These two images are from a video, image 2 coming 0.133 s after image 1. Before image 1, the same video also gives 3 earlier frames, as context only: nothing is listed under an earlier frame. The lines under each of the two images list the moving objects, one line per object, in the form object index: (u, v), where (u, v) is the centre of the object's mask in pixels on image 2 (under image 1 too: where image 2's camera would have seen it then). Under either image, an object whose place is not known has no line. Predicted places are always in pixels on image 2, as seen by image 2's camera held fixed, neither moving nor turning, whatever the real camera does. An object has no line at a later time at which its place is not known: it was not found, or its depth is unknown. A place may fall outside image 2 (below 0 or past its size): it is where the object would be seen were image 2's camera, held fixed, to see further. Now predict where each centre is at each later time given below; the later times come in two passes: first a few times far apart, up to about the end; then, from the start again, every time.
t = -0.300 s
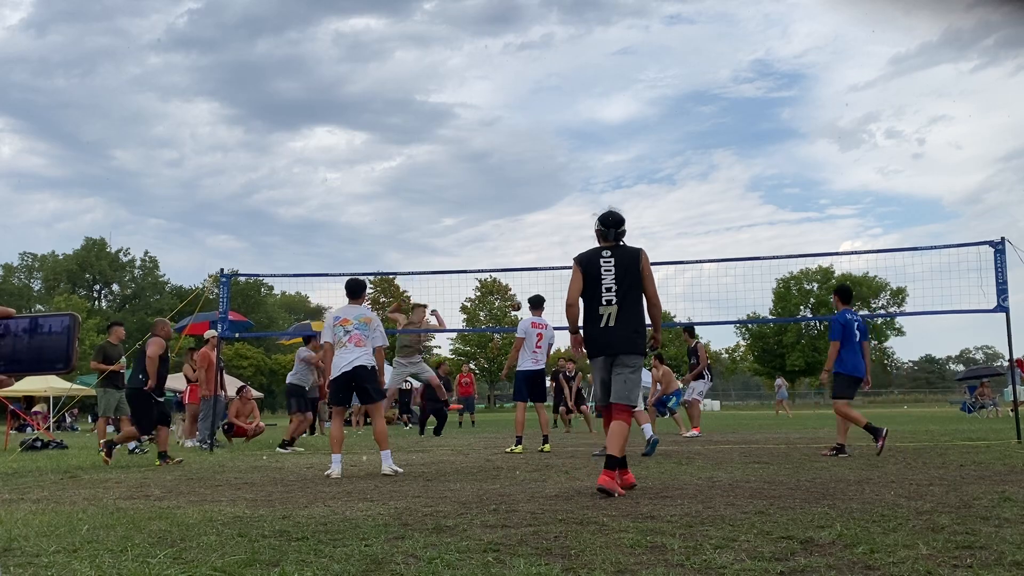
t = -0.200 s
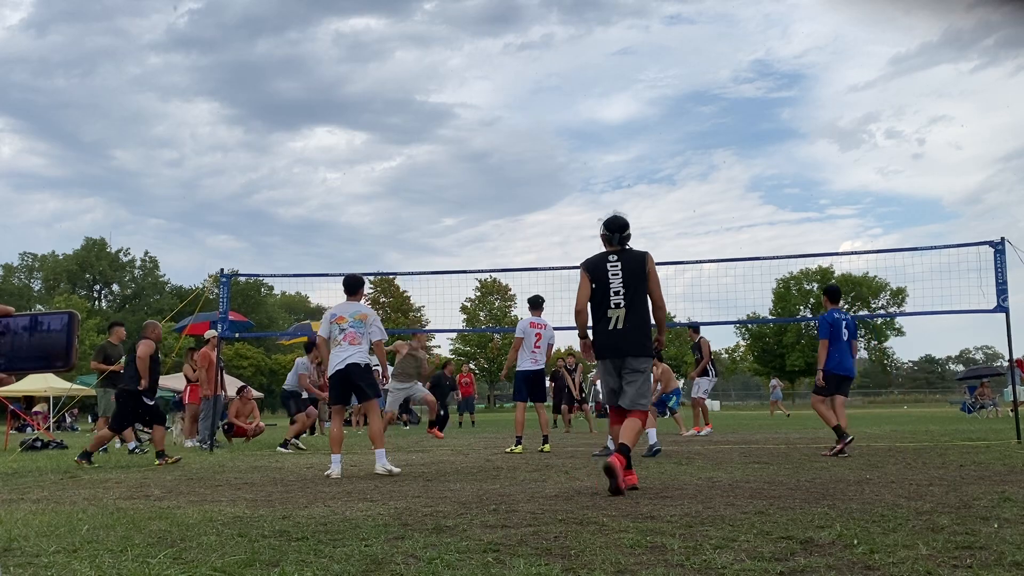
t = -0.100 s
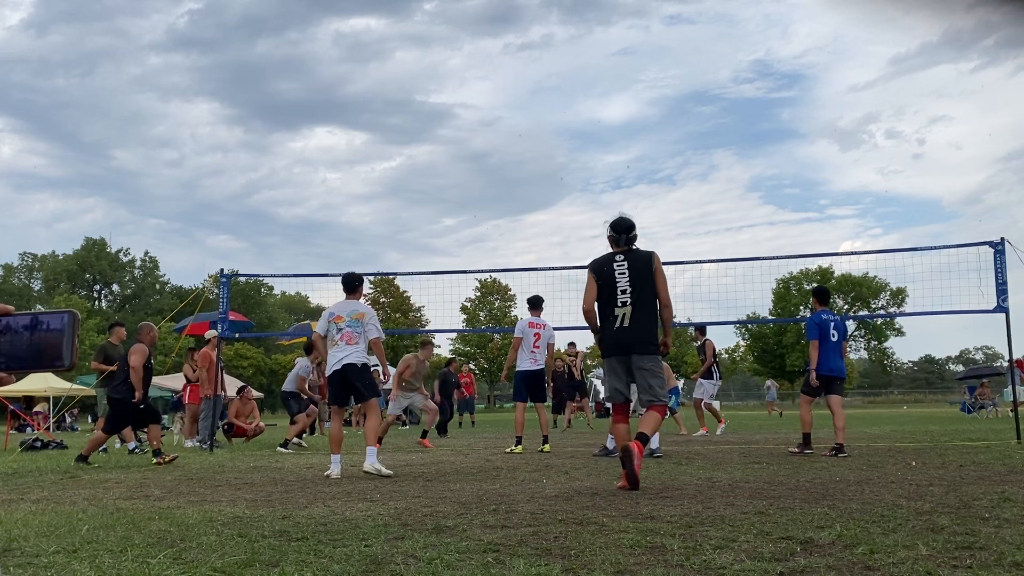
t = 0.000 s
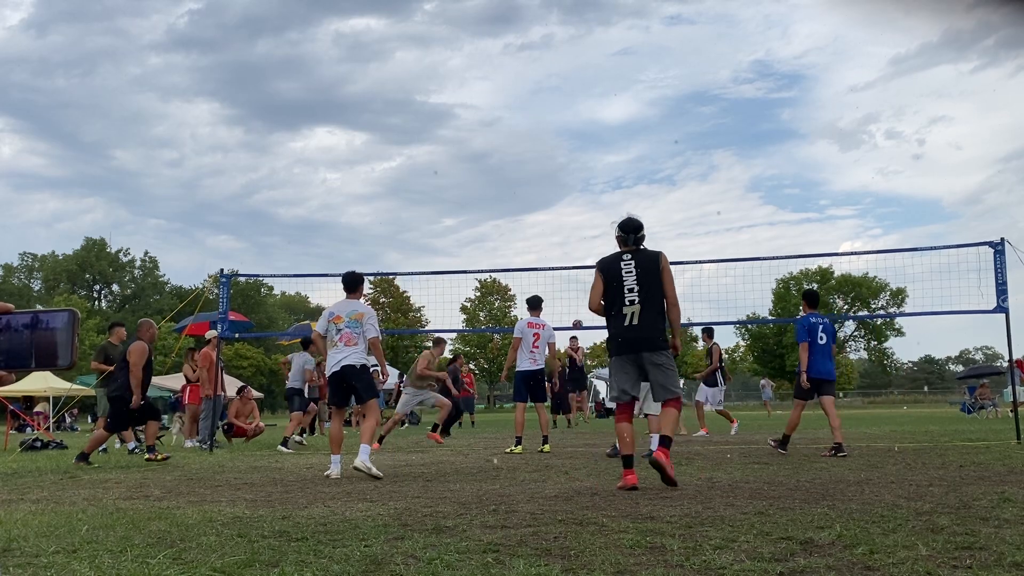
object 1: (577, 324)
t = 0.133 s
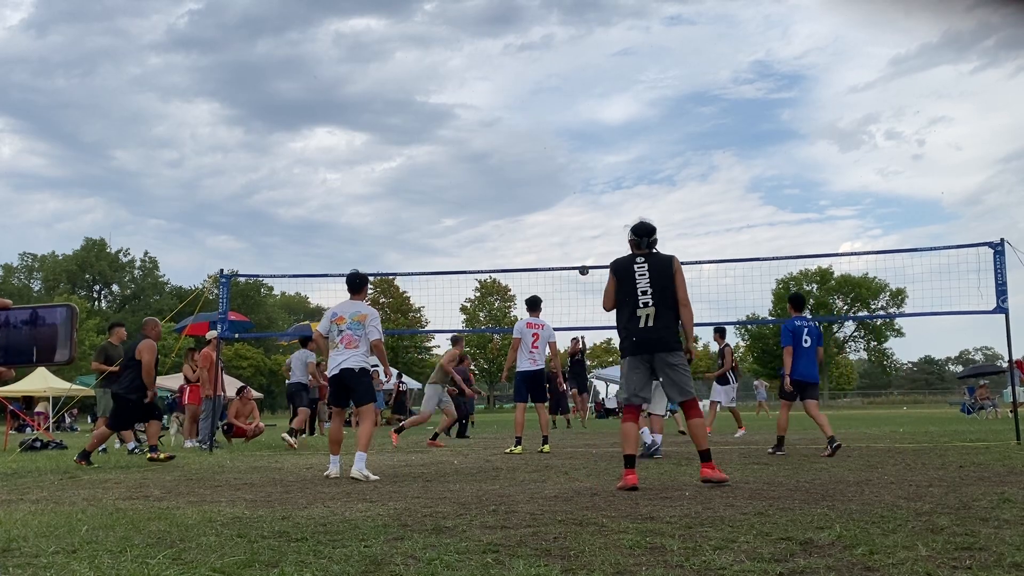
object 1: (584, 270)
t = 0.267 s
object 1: (591, 224)
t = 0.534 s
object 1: (608, 156)
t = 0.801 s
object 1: (627, 121)
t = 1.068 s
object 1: (650, 123)
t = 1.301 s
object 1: (671, 158)
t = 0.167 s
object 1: (585, 258)
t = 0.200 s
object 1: (587, 246)
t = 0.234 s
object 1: (589, 235)
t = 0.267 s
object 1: (591, 224)
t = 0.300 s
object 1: (593, 214)
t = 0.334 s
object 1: (595, 204)
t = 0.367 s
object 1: (597, 194)
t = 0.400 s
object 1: (599, 186)
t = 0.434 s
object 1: (601, 178)
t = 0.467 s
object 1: (603, 170)
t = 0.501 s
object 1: (605, 162)
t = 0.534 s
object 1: (608, 156)
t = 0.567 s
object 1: (610, 150)
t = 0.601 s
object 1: (612, 144)
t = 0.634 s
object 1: (615, 139)
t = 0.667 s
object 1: (617, 134)
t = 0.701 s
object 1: (620, 130)
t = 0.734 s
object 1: (622, 127)
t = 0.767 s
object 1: (625, 123)
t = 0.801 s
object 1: (627, 121)
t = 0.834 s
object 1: (630, 119)
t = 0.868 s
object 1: (633, 118)
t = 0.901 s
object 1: (635, 117)
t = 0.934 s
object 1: (639, 117)
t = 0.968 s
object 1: (641, 118)
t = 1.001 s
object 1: (644, 119)
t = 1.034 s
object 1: (647, 120)
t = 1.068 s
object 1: (650, 123)
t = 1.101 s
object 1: (653, 126)
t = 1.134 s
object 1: (656, 129)
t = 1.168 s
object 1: (659, 133)
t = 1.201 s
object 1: (662, 139)
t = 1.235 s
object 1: (665, 145)
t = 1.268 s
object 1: (668, 151)
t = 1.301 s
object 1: (671, 158)
